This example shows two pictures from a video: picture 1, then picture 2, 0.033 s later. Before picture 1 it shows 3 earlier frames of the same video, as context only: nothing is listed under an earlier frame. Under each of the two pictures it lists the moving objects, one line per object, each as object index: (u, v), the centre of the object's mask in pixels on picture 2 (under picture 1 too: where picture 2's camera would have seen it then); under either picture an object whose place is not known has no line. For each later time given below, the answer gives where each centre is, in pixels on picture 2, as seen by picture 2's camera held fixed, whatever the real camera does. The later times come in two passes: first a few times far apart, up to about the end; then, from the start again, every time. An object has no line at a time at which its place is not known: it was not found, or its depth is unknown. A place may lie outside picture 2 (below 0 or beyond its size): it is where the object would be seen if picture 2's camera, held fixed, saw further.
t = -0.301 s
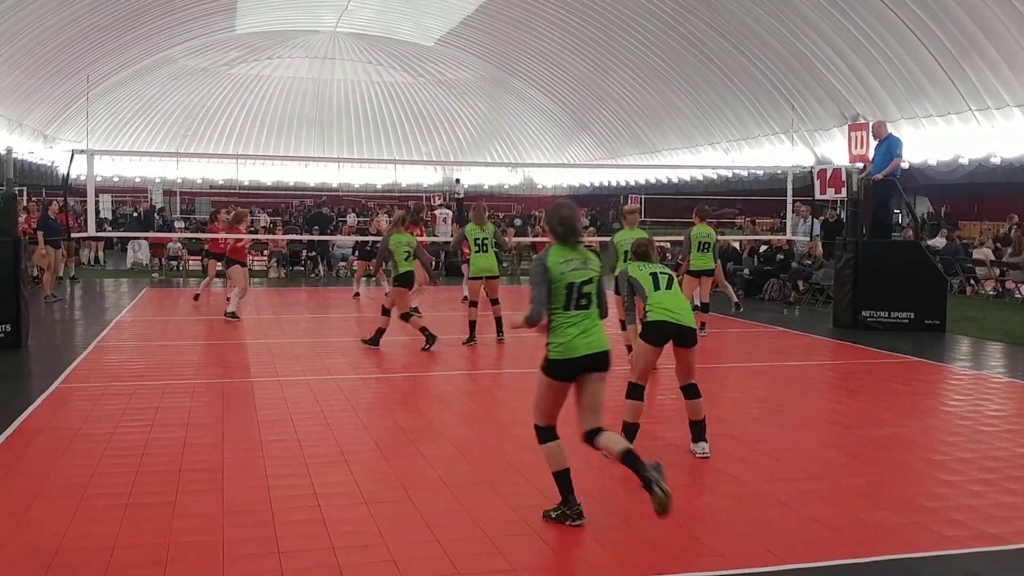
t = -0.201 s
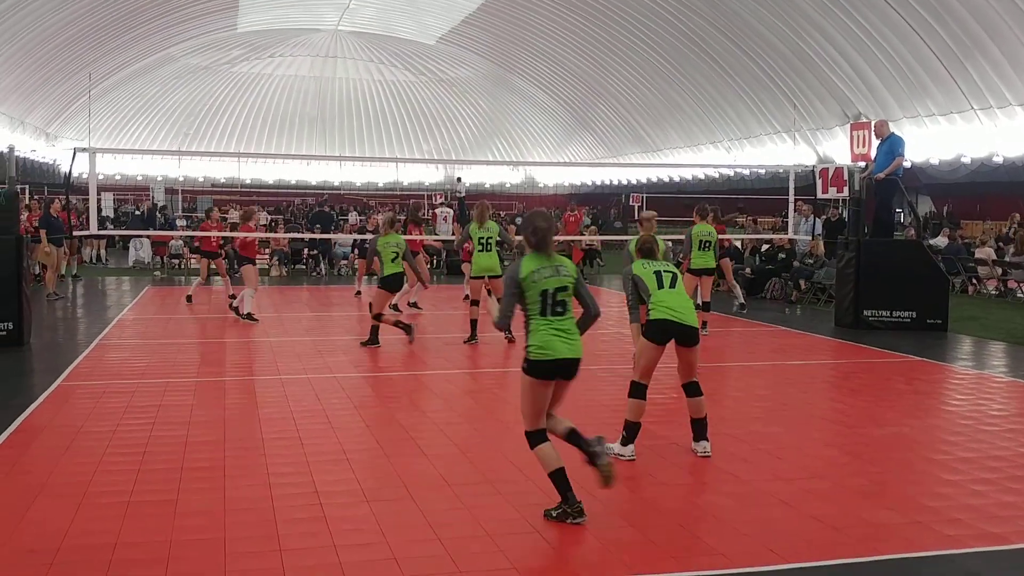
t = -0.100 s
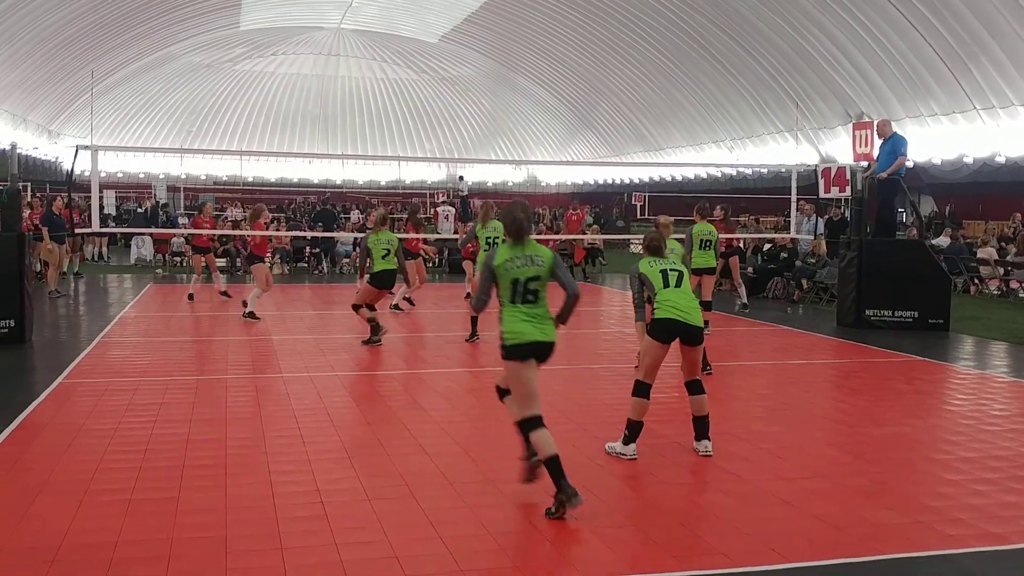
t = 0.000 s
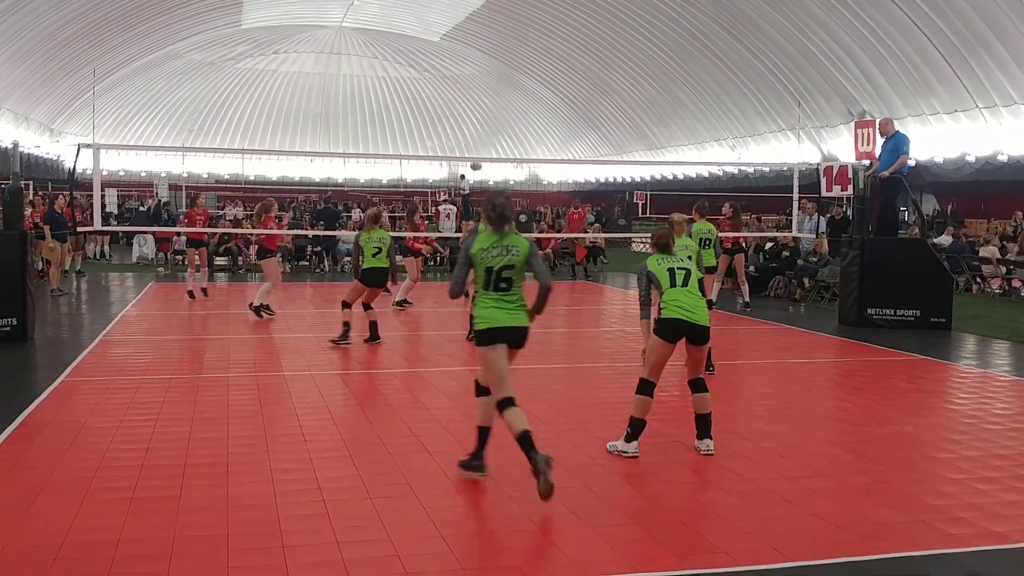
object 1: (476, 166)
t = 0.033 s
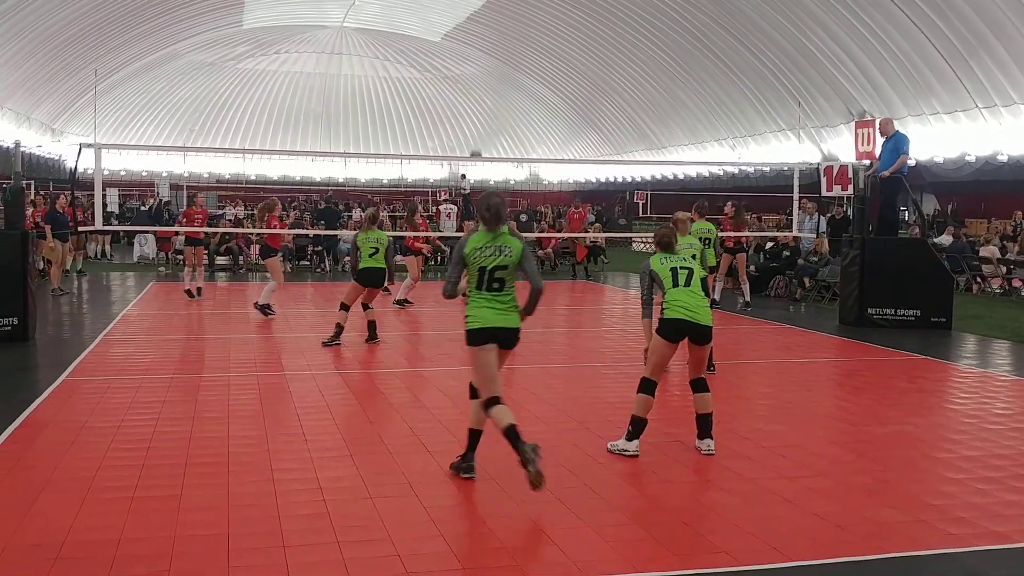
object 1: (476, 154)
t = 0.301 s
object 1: (469, 83)
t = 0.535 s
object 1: (462, 52)
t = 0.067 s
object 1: (475, 143)
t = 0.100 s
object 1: (474, 133)
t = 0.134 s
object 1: (473, 124)
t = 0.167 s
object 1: (473, 114)
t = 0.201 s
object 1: (472, 105)
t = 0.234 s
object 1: (471, 97)
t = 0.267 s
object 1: (470, 89)
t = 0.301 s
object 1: (469, 83)
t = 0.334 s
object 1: (468, 76)
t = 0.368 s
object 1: (467, 71)
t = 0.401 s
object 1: (466, 66)
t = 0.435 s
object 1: (464, 61)
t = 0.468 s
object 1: (464, 57)
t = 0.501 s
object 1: (463, 54)
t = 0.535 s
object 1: (462, 52)
